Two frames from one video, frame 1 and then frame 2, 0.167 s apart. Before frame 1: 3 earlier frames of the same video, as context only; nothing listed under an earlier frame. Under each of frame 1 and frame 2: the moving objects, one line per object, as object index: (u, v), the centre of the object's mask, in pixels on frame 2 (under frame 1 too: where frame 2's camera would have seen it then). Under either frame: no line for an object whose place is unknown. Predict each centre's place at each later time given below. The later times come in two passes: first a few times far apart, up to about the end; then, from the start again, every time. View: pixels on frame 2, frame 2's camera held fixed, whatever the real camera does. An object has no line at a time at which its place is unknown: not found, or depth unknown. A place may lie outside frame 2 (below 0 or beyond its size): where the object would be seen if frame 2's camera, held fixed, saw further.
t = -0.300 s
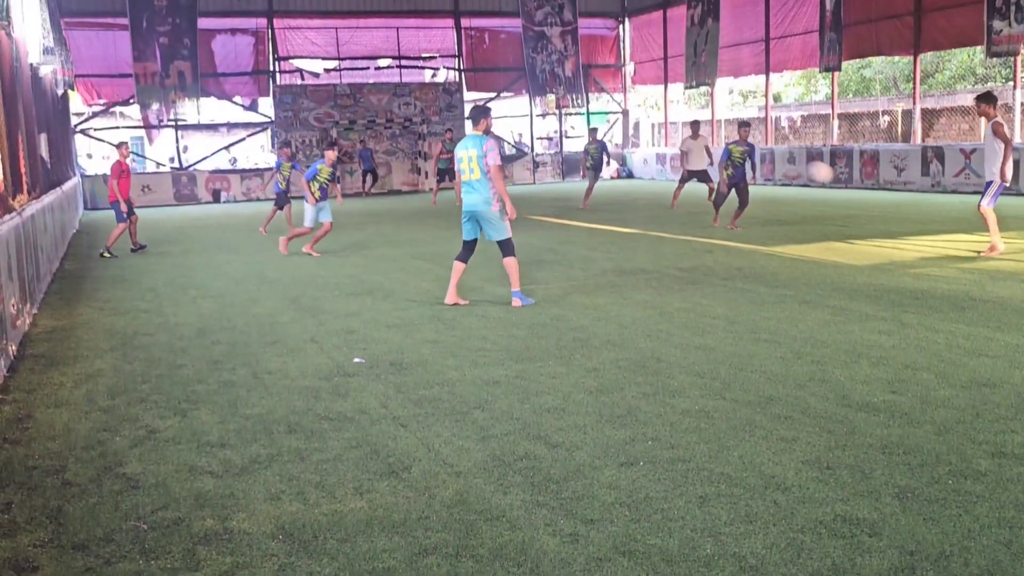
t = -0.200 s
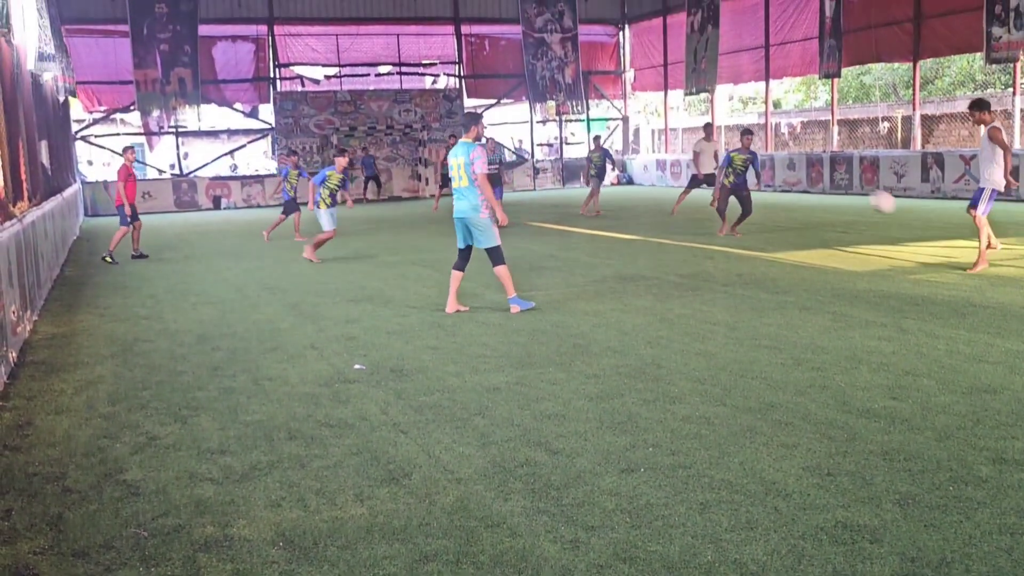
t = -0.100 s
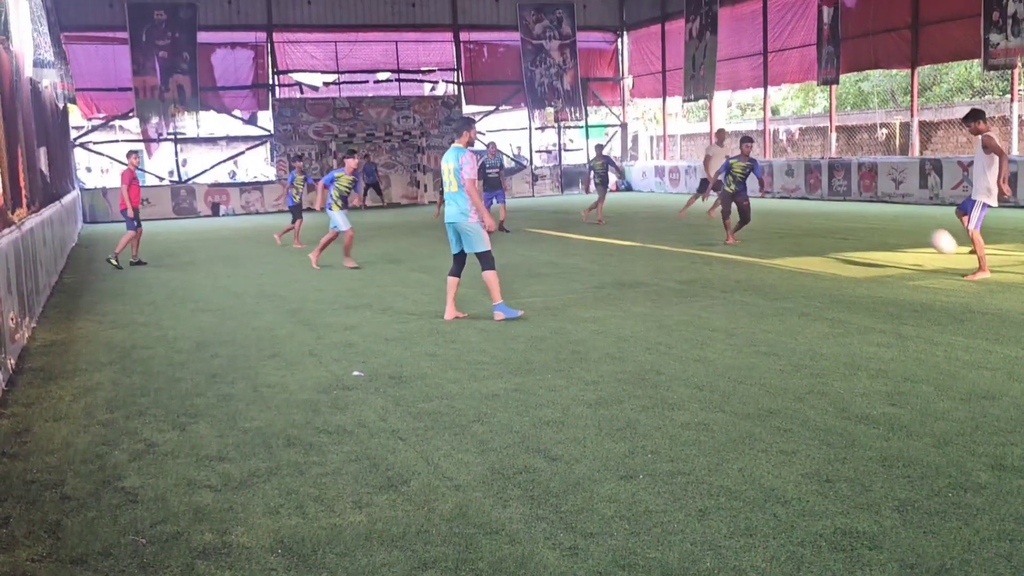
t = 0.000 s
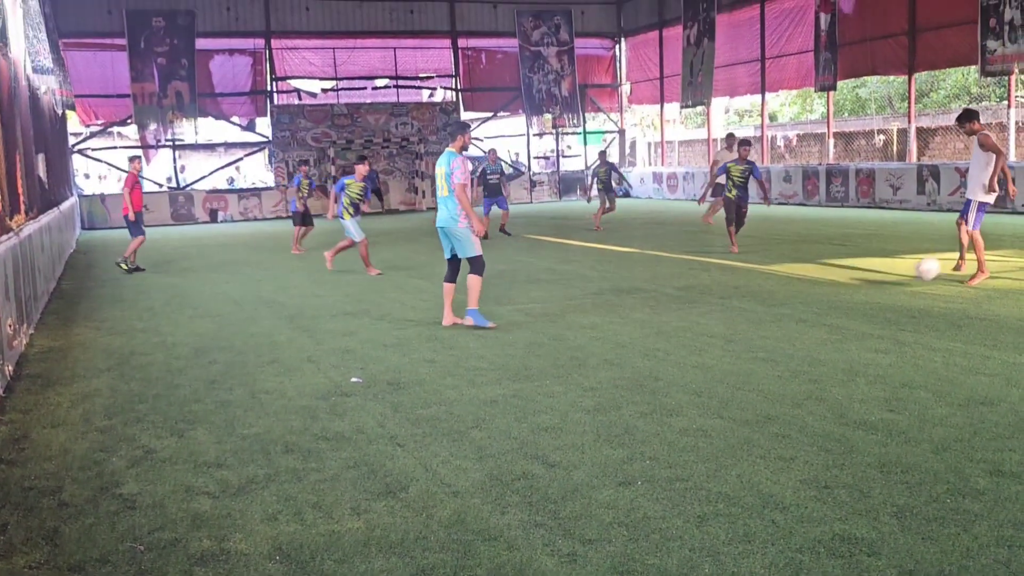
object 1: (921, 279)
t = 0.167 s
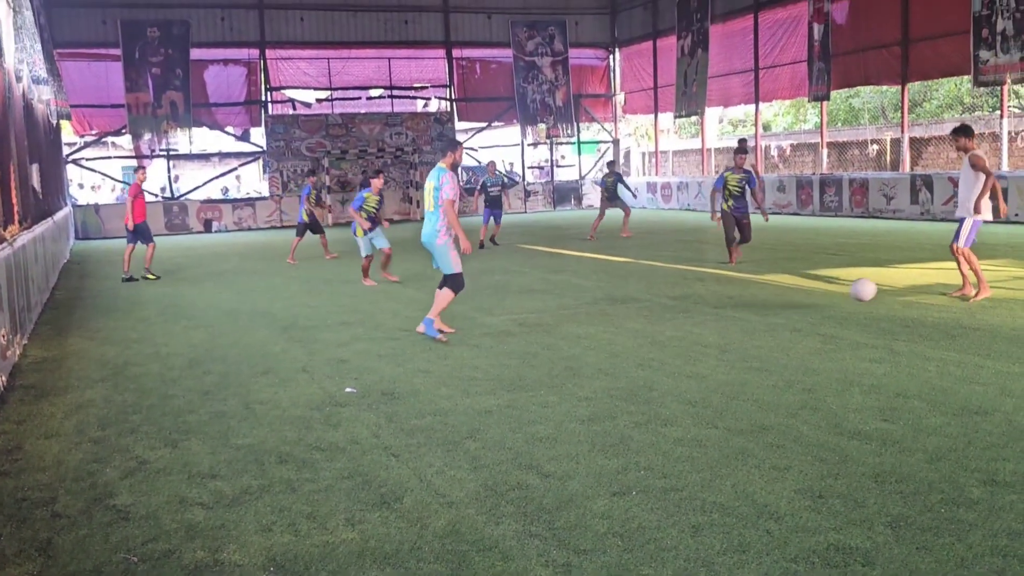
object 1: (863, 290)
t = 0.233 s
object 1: (844, 292)
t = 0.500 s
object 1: (757, 323)
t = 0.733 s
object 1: (662, 347)
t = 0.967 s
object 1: (548, 384)
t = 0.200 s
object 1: (854, 290)
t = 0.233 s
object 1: (844, 292)
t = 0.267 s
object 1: (834, 296)
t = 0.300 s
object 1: (825, 301)
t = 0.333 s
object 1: (814, 306)
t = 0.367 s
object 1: (803, 315)
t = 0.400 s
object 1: (793, 317)
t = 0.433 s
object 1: (781, 317)
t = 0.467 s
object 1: (769, 319)
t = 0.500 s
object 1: (757, 323)
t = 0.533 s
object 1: (744, 328)
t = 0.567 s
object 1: (732, 335)
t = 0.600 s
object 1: (718, 341)
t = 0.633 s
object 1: (705, 340)
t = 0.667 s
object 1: (691, 341)
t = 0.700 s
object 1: (677, 343)
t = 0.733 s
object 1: (662, 347)
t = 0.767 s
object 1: (648, 354)
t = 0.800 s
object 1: (632, 361)
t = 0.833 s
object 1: (617, 368)
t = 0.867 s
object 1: (600, 370)
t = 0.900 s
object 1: (583, 374)
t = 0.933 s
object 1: (566, 377)
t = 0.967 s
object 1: (548, 384)
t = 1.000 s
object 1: (529, 389)
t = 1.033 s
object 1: (510, 391)
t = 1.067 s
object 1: (490, 396)
